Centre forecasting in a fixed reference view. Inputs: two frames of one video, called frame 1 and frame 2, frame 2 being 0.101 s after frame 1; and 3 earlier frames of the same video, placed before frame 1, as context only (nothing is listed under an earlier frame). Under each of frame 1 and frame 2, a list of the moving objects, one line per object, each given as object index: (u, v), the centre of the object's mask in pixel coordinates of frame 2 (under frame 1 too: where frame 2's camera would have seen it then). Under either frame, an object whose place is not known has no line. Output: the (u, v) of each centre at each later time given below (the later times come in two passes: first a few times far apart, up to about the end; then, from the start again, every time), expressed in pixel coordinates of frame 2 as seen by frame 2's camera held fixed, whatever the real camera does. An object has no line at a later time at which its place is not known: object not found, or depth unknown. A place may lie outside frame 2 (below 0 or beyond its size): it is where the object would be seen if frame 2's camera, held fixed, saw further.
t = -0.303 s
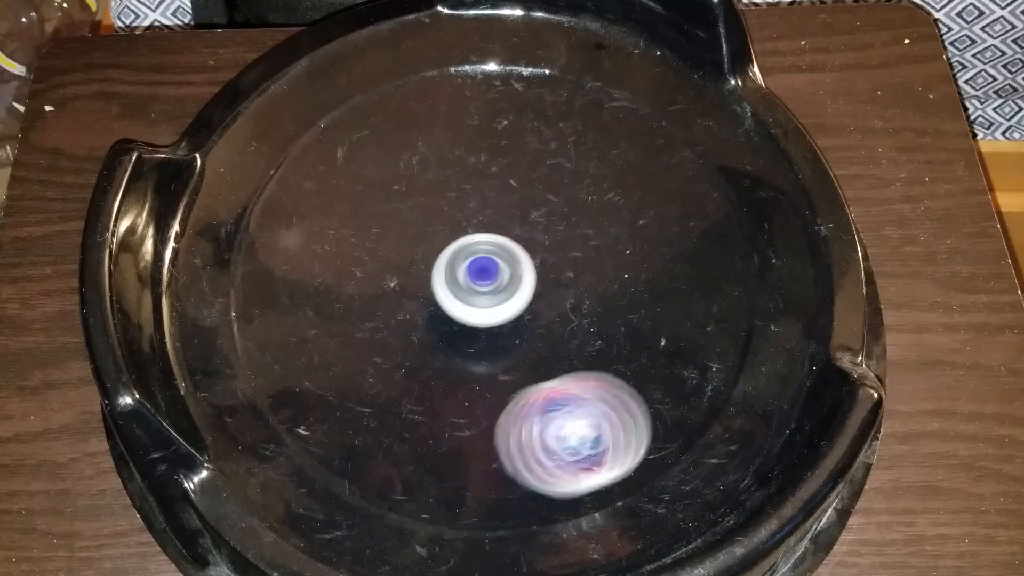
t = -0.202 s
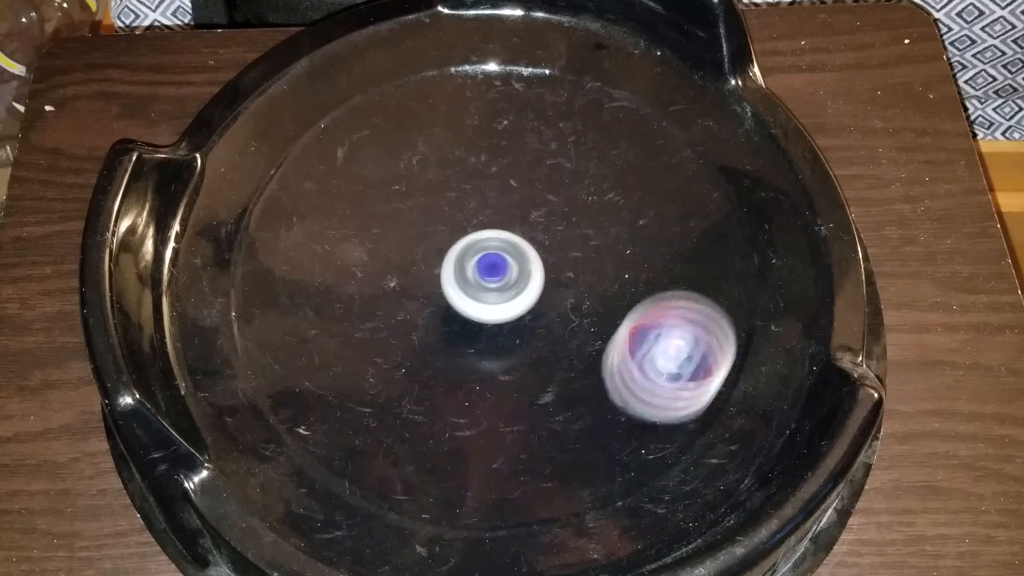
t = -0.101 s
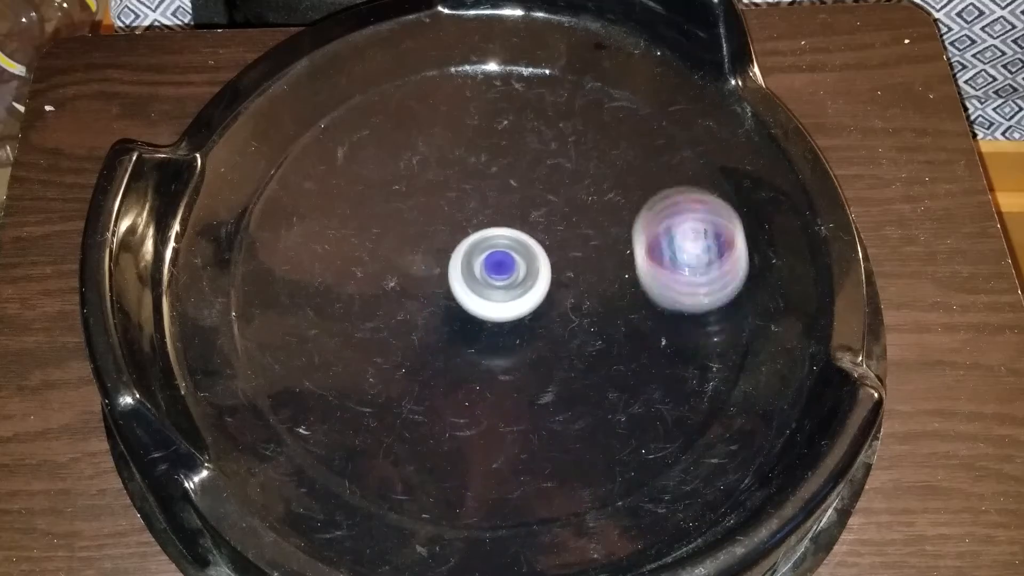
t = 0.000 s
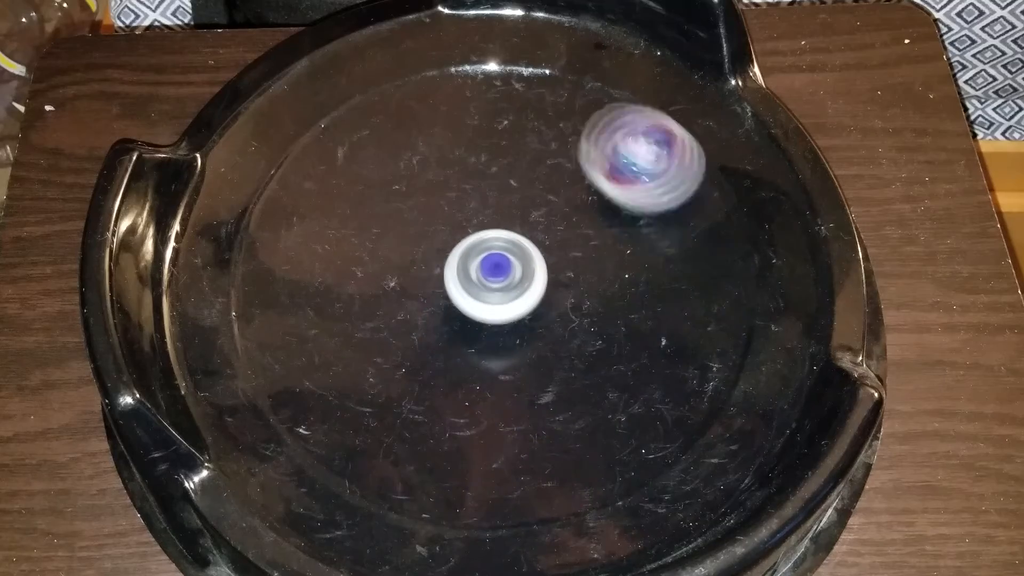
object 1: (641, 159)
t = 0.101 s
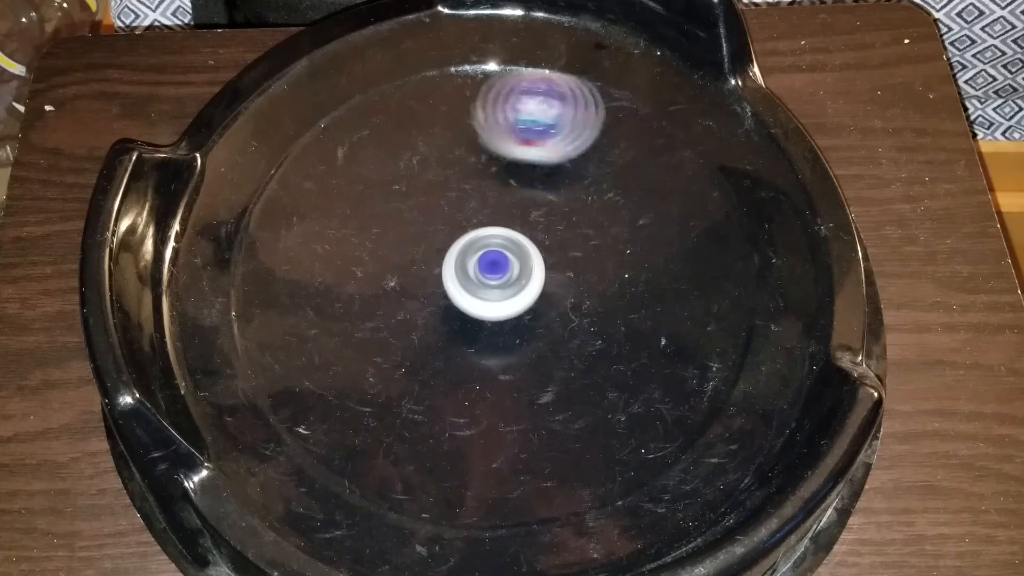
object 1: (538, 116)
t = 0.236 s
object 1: (388, 152)
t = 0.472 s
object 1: (335, 385)
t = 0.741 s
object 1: (634, 390)
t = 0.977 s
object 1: (597, 167)
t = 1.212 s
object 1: (349, 164)
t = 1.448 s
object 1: (338, 389)
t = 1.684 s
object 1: (605, 372)
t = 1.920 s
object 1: (594, 155)
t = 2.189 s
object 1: (337, 172)
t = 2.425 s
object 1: (399, 392)
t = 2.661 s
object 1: (642, 333)
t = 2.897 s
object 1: (583, 139)
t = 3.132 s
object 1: (360, 196)
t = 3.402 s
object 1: (455, 424)
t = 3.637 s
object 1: (654, 311)
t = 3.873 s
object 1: (524, 152)
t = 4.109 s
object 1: (324, 249)
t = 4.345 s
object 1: (454, 425)
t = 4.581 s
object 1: (628, 291)
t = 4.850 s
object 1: (468, 136)
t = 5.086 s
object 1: (314, 266)
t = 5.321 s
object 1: (496, 400)
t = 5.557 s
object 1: (636, 248)
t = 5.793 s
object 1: (491, 127)
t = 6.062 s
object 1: (347, 292)
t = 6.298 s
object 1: (538, 402)
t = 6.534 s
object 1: (642, 242)
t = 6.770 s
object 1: (469, 155)
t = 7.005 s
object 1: (339, 300)
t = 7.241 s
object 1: (510, 417)
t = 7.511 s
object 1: (612, 236)
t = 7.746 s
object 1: (438, 157)
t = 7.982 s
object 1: (328, 299)
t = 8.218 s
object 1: (512, 393)
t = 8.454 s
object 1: (616, 241)
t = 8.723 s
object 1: (450, 141)
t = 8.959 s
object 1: (349, 287)
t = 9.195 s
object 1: (524, 388)
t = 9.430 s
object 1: (632, 248)
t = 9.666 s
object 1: (490, 154)
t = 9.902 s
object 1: (357, 273)
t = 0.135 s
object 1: (499, 114)
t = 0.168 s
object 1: (460, 120)
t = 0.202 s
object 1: (423, 133)
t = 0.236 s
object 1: (388, 152)
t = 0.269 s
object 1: (355, 175)
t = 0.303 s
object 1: (329, 203)
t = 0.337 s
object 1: (312, 237)
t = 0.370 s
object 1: (302, 274)
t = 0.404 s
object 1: (303, 312)
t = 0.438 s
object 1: (314, 350)
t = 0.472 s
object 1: (335, 385)
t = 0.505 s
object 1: (364, 415)
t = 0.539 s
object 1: (402, 438)
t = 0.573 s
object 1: (444, 455)
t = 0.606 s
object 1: (489, 462)
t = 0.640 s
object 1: (532, 458)
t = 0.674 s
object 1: (573, 442)
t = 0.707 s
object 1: (607, 419)
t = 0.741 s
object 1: (634, 390)
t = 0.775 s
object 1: (652, 357)
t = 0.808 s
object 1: (662, 321)
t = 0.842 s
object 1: (663, 285)
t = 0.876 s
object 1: (657, 252)
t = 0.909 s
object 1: (643, 219)
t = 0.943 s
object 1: (623, 191)
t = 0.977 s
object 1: (597, 167)
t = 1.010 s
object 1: (566, 149)
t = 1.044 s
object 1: (531, 135)
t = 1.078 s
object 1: (495, 128)
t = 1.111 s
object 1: (458, 128)
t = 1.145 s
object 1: (419, 135)
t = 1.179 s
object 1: (383, 147)
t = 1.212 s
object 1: (349, 164)
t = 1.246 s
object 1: (320, 187)
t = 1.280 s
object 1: (299, 217)
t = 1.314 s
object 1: (287, 250)
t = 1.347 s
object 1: (284, 287)
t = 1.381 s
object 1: (292, 324)
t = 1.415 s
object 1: (310, 359)
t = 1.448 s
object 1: (338, 389)
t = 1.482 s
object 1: (374, 411)
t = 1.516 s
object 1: (416, 427)
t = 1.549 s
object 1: (459, 434)
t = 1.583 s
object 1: (503, 431)
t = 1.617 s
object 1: (542, 419)
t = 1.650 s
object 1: (577, 398)
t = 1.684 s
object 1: (605, 372)
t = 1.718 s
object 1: (626, 341)
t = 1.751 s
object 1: (639, 309)
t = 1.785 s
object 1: (644, 275)
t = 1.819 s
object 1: (642, 241)
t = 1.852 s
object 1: (632, 209)
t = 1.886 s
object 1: (616, 180)
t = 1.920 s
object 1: (594, 155)
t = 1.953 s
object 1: (566, 135)
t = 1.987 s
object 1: (535, 121)
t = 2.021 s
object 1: (501, 112)
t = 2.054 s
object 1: (466, 110)
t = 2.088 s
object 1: (431, 116)
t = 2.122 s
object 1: (396, 130)
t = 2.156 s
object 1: (365, 148)
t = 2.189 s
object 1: (337, 172)
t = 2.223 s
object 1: (318, 201)
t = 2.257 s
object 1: (309, 235)
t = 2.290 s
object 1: (309, 271)
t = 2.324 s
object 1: (318, 306)
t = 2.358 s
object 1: (338, 339)
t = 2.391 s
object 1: (365, 369)
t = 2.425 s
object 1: (399, 392)
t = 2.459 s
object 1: (438, 407)
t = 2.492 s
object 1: (479, 414)
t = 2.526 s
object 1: (520, 413)
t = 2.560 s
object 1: (559, 403)
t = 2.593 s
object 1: (593, 384)
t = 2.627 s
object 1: (621, 361)
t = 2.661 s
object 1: (642, 333)
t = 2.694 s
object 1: (656, 302)
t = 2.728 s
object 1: (661, 270)
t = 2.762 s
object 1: (659, 237)
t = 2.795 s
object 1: (650, 207)
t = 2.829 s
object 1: (634, 179)
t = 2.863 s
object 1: (612, 156)
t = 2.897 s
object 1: (583, 139)
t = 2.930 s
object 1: (551, 128)
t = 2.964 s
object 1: (515, 123)
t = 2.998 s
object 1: (481, 124)
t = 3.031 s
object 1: (446, 134)
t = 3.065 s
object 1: (414, 149)
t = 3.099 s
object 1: (384, 170)
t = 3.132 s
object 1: (360, 196)
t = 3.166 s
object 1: (343, 226)
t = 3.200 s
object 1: (333, 259)
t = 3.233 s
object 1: (333, 294)
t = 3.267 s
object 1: (343, 328)
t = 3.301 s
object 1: (361, 360)
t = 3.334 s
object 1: (386, 388)
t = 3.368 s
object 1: (419, 410)
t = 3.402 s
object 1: (455, 424)
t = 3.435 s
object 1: (496, 431)
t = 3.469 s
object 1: (534, 428)
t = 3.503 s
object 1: (571, 416)
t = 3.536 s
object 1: (603, 397)
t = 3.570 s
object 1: (627, 371)
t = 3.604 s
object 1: (644, 342)
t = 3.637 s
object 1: (654, 311)
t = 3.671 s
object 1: (655, 279)
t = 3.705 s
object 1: (648, 248)
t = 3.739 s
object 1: (633, 219)
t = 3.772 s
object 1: (613, 195)
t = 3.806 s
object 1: (587, 175)
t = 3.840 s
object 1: (557, 160)
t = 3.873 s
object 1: (524, 152)
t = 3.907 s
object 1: (489, 148)
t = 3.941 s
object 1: (455, 152)
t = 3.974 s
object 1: (421, 161)
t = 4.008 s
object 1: (390, 175)
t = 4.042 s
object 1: (362, 195)
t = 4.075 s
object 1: (340, 219)
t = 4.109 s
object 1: (324, 249)
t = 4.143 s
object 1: (317, 281)
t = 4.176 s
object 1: (319, 314)
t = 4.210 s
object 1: (332, 346)
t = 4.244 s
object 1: (351, 375)
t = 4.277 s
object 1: (380, 399)
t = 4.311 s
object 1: (416, 416)
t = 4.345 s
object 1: (454, 425)
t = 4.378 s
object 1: (493, 426)
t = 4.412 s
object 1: (530, 417)
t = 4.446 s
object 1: (562, 400)
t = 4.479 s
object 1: (589, 378)
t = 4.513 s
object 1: (609, 351)
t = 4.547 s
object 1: (622, 321)
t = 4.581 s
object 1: (628, 291)
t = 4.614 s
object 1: (627, 260)
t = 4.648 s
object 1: (618, 231)
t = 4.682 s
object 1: (604, 205)
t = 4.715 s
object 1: (583, 181)
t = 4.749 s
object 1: (558, 162)
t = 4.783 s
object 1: (530, 148)
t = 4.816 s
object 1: (500, 138)
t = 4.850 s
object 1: (468, 136)
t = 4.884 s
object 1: (436, 139)
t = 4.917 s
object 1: (405, 148)
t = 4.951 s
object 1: (375, 163)
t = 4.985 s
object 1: (349, 182)
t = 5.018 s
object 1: (330, 206)
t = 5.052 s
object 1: (319, 235)
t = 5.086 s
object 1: (314, 266)
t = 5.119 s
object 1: (321, 298)
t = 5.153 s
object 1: (335, 328)
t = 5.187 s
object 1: (359, 356)
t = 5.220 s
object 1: (388, 378)
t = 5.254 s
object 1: (422, 393)
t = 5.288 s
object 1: (459, 400)
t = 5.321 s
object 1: (496, 400)
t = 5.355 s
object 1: (532, 393)
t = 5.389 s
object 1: (564, 378)
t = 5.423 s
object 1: (592, 358)
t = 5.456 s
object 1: (613, 333)
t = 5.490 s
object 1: (628, 306)
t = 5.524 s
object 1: (635, 277)
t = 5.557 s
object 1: (636, 248)
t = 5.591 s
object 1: (630, 220)
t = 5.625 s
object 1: (618, 193)
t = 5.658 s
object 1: (601, 171)
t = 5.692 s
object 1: (578, 153)
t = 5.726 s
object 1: (551, 139)
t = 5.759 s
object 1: (522, 130)
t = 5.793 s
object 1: (491, 127)
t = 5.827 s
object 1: (461, 130)
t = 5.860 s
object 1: (430, 142)
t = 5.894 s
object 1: (402, 157)
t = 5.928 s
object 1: (378, 177)
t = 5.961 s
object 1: (359, 202)
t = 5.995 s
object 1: (346, 230)
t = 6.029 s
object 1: (342, 260)
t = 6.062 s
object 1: (347, 292)
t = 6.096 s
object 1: (359, 323)
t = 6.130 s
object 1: (377, 350)
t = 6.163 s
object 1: (403, 373)
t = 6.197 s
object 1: (433, 391)
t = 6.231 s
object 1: (467, 402)
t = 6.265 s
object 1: (503, 406)
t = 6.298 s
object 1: (538, 402)
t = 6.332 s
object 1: (570, 391)
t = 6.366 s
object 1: (598, 374)
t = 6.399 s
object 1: (621, 352)
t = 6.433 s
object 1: (637, 326)
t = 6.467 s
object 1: (646, 298)
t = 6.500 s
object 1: (647, 269)
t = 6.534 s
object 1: (642, 242)
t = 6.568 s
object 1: (629, 216)
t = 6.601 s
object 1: (611, 194)
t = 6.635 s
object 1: (588, 176)
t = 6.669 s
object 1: (561, 163)
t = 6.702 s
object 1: (532, 155)
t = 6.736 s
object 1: (500, 152)
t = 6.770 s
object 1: (469, 155)
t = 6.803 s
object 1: (439, 164)
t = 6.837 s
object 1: (410, 177)
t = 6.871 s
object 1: (385, 194)
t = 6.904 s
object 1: (364, 216)
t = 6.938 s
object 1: (349, 242)
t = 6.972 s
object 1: (340, 271)
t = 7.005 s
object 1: (339, 300)
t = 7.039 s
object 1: (347, 329)
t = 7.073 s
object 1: (361, 356)
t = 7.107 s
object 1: (383, 381)
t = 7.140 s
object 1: (410, 400)
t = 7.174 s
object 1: (442, 413)
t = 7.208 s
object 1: (476, 419)
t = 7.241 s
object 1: (510, 417)
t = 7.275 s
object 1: (542, 408)
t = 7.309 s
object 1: (570, 392)
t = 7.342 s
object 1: (594, 370)
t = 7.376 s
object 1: (611, 346)
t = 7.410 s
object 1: (621, 318)
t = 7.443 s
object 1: (625, 290)
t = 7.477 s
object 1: (621, 262)
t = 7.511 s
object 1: (612, 236)
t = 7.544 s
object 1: (596, 212)
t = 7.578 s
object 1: (576, 192)
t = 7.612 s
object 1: (553, 176)
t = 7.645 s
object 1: (526, 164)
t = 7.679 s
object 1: (498, 156)
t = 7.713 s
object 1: (468, 154)
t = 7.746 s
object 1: (438, 157)
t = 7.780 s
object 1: (409, 165)
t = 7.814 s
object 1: (382, 178)
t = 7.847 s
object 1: (359, 195)
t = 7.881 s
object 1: (341, 217)
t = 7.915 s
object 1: (329, 243)
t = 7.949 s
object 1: (324, 271)
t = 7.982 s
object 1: (328, 299)
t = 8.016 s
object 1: (339, 327)
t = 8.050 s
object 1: (358, 352)
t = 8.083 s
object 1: (383, 373)
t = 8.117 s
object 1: (412, 388)
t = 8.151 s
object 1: (445, 397)
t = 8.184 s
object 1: (479, 398)
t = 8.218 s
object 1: (512, 393)
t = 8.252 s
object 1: (542, 383)
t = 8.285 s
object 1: (568, 366)
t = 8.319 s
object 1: (590, 344)
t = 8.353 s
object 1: (606, 320)
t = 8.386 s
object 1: (615, 293)
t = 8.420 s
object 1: (619, 267)
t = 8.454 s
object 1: (616, 241)
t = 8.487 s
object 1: (608, 216)
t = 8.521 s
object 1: (594, 193)
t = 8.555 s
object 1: (576, 174)
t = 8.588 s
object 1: (555, 158)
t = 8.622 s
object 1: (531, 147)
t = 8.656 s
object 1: (505, 139)
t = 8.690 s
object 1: (477, 137)
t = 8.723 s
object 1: (450, 141)
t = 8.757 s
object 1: (422, 151)
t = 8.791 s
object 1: (397, 165)
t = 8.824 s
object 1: (375, 184)
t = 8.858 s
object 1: (358, 206)
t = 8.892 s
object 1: (349, 231)
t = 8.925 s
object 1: (345, 259)
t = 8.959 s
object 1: (349, 287)
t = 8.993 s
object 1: (360, 314)
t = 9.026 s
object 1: (378, 339)
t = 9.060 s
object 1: (401, 360)
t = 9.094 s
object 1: (428, 376)
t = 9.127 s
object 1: (458, 386)
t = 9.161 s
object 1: (491, 390)
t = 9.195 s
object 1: (524, 388)
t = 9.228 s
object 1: (554, 379)
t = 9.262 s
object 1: (580, 365)
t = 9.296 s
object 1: (602, 346)
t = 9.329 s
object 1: (619, 324)
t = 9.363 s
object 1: (630, 299)
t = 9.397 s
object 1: (634, 273)
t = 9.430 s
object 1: (632, 248)
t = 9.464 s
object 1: (623, 224)
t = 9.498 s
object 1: (609, 202)
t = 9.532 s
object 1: (591, 185)
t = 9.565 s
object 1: (569, 171)
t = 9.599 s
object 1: (544, 161)
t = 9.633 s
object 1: (518, 155)
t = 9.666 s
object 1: (490, 154)
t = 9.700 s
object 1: (462, 159)
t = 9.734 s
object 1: (435, 169)
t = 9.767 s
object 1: (411, 183)
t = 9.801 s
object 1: (389, 201)
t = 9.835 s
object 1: (373, 223)
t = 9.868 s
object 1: (362, 247)
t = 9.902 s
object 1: (357, 273)
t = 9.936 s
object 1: (358, 300)
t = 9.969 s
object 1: (367, 326)
